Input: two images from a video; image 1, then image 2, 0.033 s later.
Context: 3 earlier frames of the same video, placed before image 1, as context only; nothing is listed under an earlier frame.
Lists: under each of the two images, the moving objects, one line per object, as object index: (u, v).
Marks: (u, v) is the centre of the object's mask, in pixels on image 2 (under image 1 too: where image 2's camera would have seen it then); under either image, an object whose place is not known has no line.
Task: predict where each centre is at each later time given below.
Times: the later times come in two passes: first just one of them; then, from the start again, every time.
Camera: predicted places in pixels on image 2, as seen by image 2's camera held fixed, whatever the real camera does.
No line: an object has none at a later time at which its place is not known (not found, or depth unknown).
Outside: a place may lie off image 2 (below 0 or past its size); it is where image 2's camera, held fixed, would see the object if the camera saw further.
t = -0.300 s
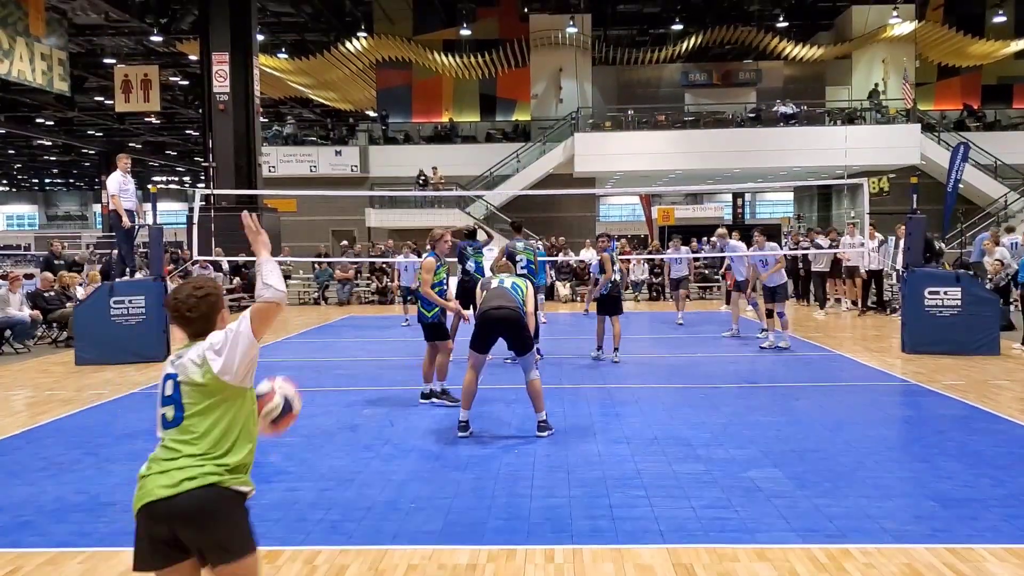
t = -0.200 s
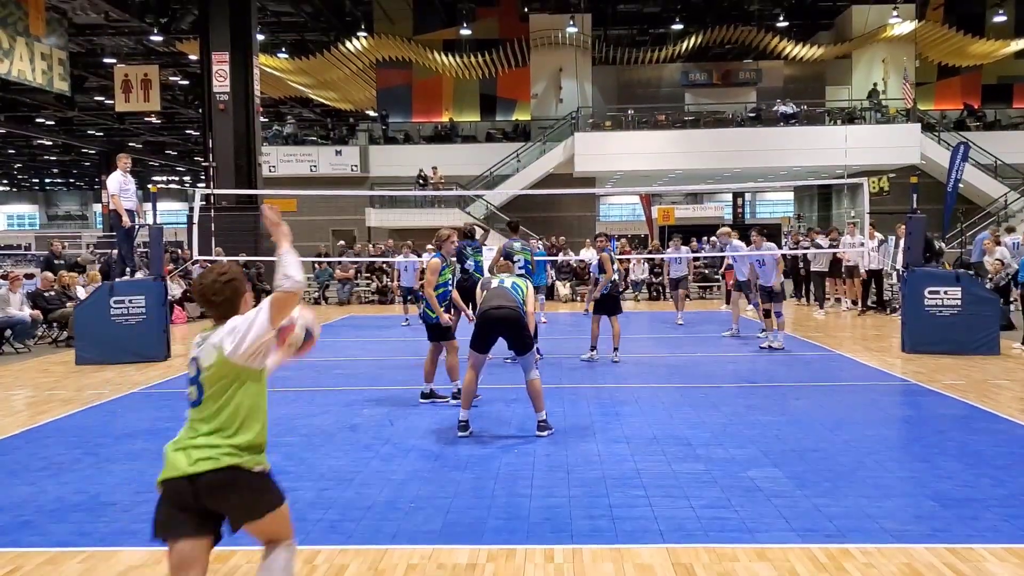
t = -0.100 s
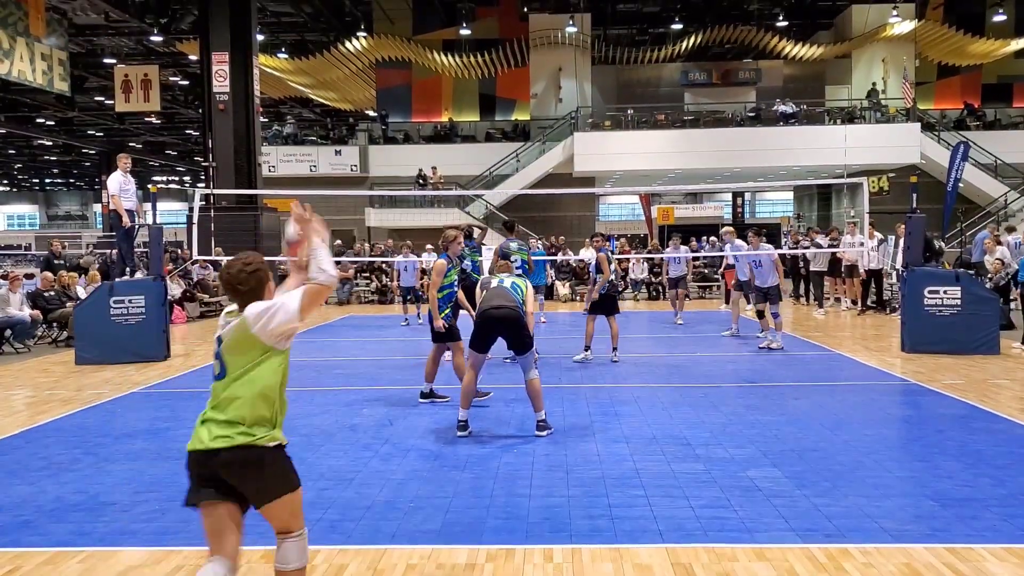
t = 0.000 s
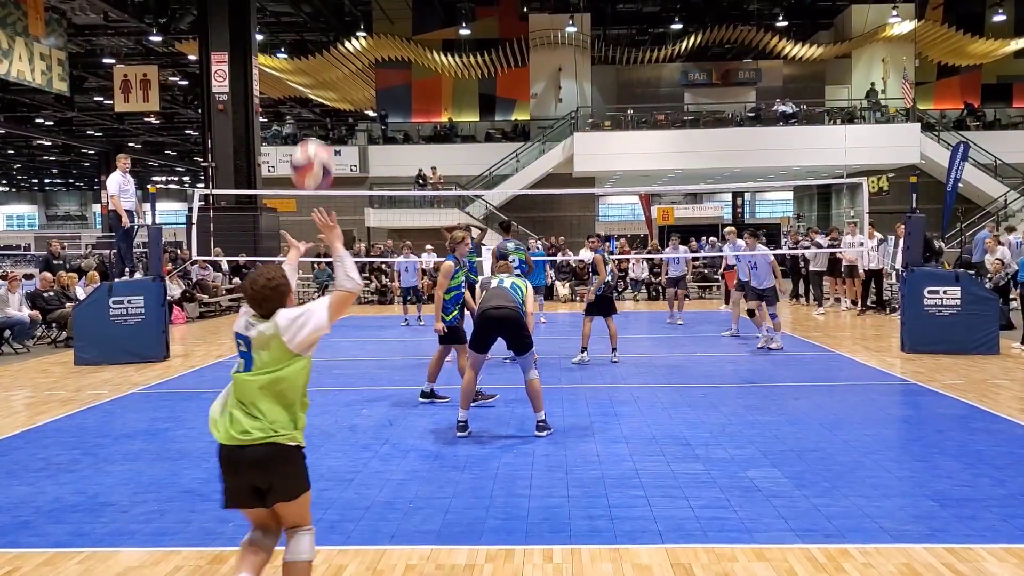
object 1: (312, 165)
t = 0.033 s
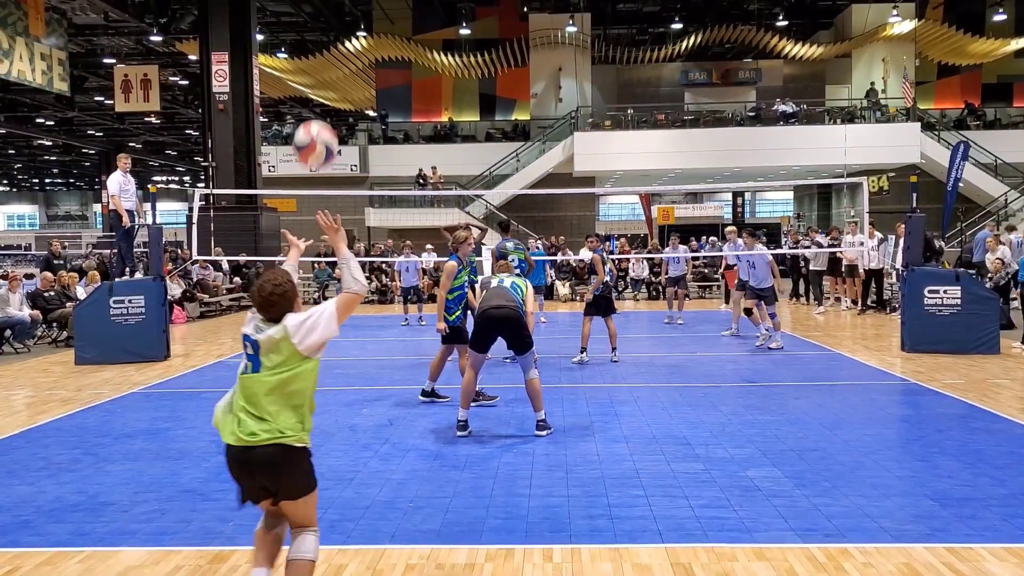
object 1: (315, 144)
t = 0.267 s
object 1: (332, 80)
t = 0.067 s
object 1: (317, 127)
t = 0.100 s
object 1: (319, 115)
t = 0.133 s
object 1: (322, 103)
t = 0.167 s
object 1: (324, 94)
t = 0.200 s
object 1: (327, 87)
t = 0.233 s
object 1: (329, 82)
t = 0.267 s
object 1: (332, 80)
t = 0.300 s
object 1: (334, 80)
